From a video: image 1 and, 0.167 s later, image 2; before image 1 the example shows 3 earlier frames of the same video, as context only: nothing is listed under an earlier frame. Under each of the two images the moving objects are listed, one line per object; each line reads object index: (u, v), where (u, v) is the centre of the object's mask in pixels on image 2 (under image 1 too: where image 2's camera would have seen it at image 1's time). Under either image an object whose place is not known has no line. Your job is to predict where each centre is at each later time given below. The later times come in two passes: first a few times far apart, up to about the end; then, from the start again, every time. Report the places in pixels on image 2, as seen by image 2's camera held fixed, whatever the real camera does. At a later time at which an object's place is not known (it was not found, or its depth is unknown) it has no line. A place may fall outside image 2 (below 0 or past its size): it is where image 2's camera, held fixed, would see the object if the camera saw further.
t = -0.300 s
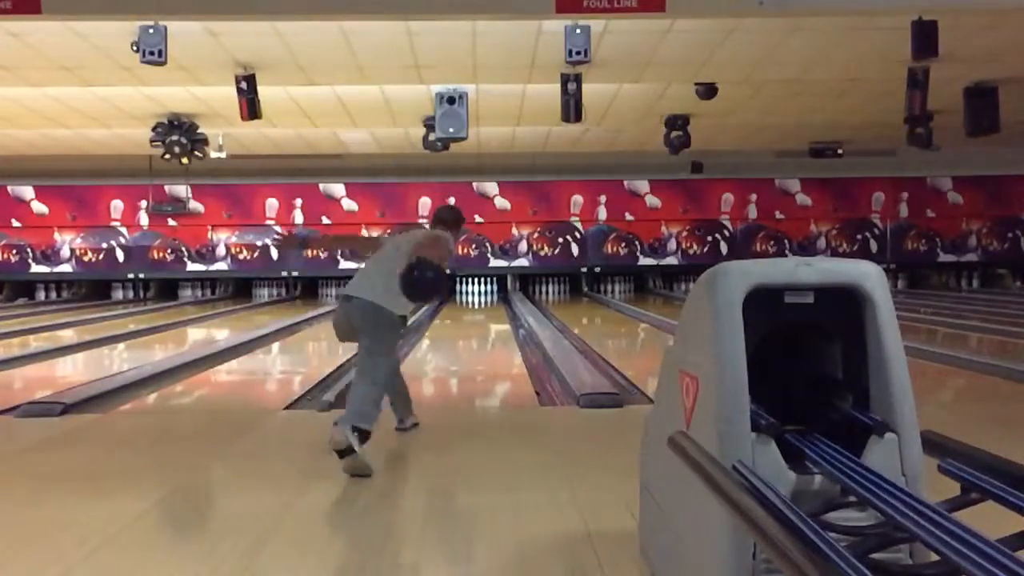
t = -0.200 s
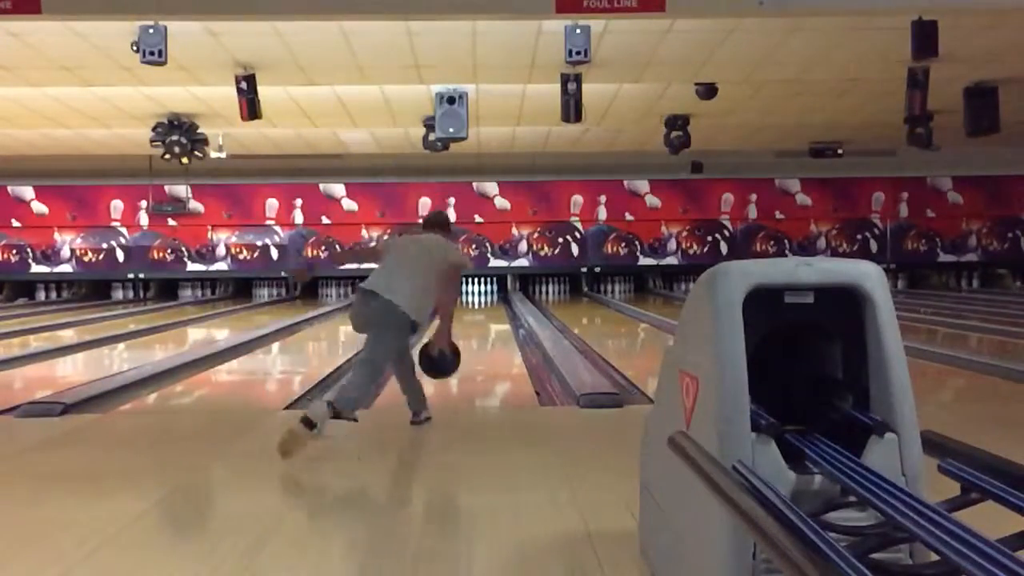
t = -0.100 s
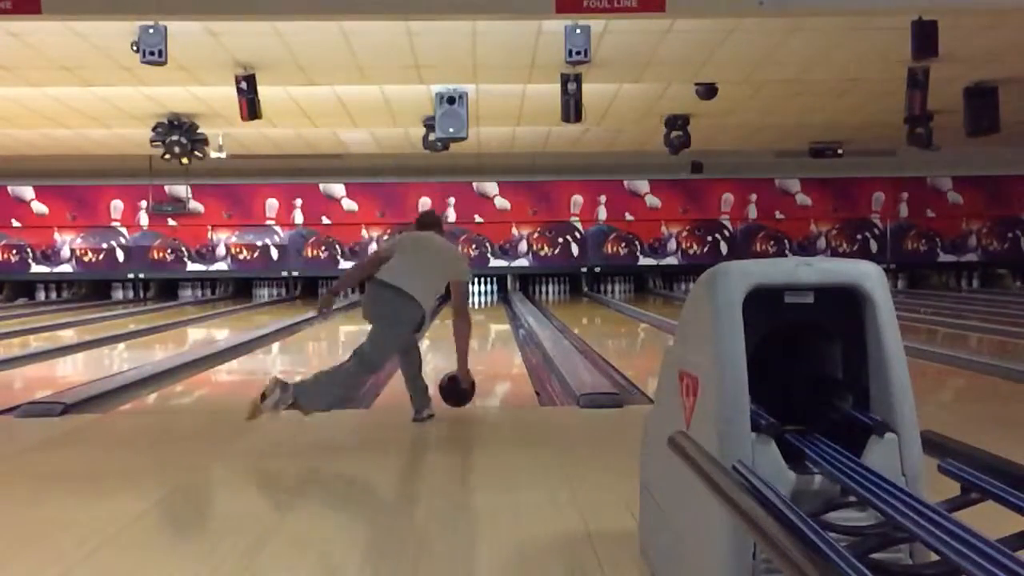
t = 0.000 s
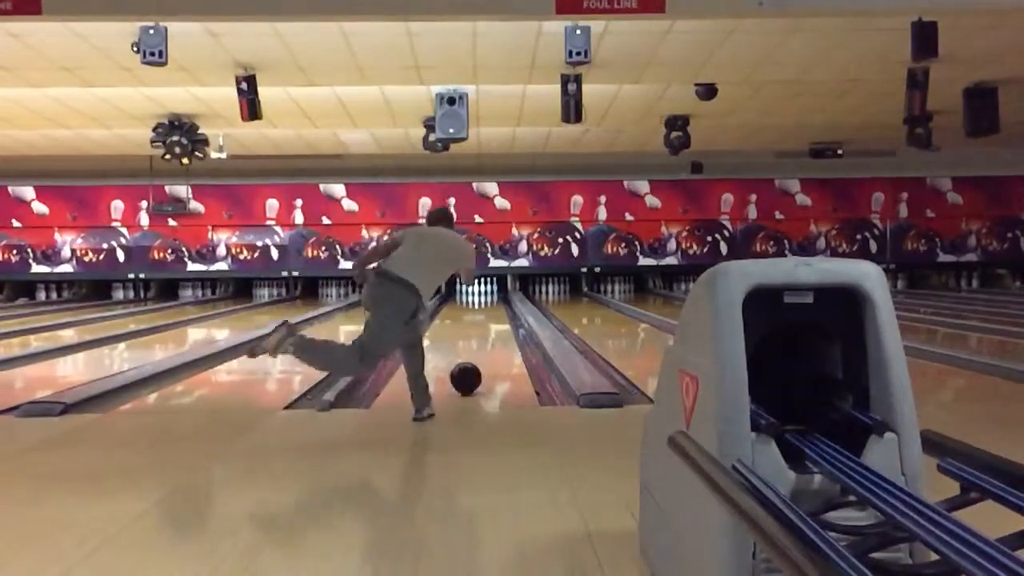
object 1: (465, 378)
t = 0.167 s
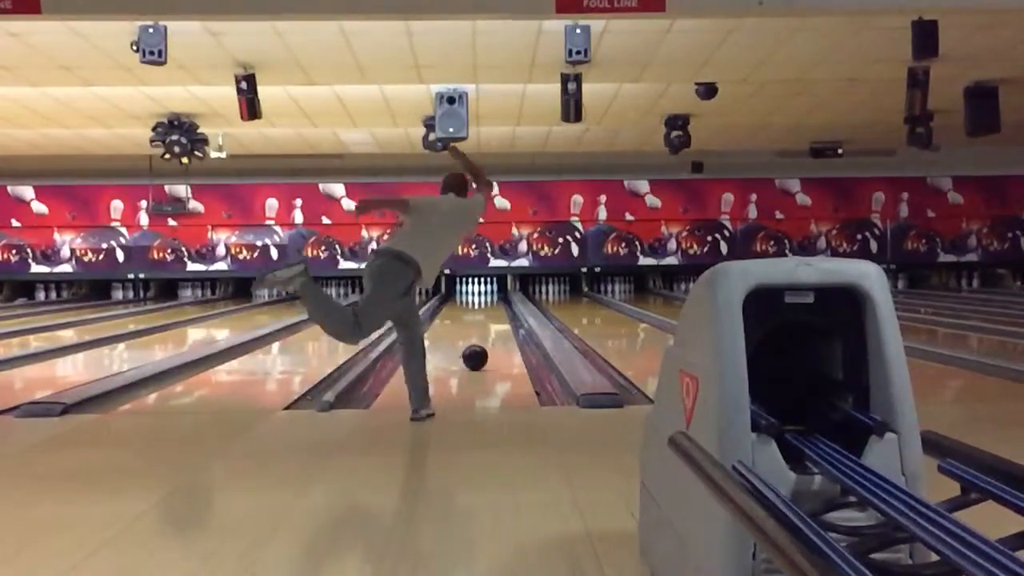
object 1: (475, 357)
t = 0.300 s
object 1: (480, 344)
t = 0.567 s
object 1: (487, 327)
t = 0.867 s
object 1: (491, 314)
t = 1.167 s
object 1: (494, 305)
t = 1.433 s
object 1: (494, 300)
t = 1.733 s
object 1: (490, 295)
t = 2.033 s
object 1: (482, 292)
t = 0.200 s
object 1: (476, 353)
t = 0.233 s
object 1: (477, 351)
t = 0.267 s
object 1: (479, 347)
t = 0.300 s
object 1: (480, 344)
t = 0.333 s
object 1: (481, 342)
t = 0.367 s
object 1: (482, 339)
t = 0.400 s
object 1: (483, 337)
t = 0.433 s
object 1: (484, 335)
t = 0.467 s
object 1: (484, 333)
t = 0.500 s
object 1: (485, 330)
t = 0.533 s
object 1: (486, 329)
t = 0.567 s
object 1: (487, 327)
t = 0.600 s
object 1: (487, 325)
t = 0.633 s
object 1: (488, 323)
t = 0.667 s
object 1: (489, 322)
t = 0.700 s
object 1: (489, 320)
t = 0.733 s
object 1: (490, 319)
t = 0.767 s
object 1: (490, 318)
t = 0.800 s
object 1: (491, 317)
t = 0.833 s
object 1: (491, 315)
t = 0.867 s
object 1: (491, 314)
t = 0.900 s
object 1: (492, 313)
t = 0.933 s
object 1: (492, 312)
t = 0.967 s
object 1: (492, 311)
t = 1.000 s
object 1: (493, 310)
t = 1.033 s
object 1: (493, 309)
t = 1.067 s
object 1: (493, 307)
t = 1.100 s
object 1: (493, 306)
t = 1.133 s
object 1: (493, 306)
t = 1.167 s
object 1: (494, 305)
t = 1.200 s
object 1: (493, 304)
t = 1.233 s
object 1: (493, 304)
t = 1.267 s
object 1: (494, 303)
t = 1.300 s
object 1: (494, 302)
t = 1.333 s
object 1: (494, 301)
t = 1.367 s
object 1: (494, 301)
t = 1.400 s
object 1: (494, 300)
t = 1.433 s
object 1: (494, 300)
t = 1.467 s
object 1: (493, 299)
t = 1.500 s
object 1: (493, 299)
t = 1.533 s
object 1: (492, 298)
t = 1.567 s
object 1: (492, 298)
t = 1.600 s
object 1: (492, 297)
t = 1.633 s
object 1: (490, 297)
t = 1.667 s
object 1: (490, 296)
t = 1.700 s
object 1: (490, 296)
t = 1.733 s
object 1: (490, 295)
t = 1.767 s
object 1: (489, 294)
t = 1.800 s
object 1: (489, 293)
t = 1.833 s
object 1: (488, 292)
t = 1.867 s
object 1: (488, 293)
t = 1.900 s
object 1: (488, 294)
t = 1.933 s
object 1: (486, 293)
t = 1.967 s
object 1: (483, 292)
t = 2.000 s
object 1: (483, 292)
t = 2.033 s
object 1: (482, 292)
